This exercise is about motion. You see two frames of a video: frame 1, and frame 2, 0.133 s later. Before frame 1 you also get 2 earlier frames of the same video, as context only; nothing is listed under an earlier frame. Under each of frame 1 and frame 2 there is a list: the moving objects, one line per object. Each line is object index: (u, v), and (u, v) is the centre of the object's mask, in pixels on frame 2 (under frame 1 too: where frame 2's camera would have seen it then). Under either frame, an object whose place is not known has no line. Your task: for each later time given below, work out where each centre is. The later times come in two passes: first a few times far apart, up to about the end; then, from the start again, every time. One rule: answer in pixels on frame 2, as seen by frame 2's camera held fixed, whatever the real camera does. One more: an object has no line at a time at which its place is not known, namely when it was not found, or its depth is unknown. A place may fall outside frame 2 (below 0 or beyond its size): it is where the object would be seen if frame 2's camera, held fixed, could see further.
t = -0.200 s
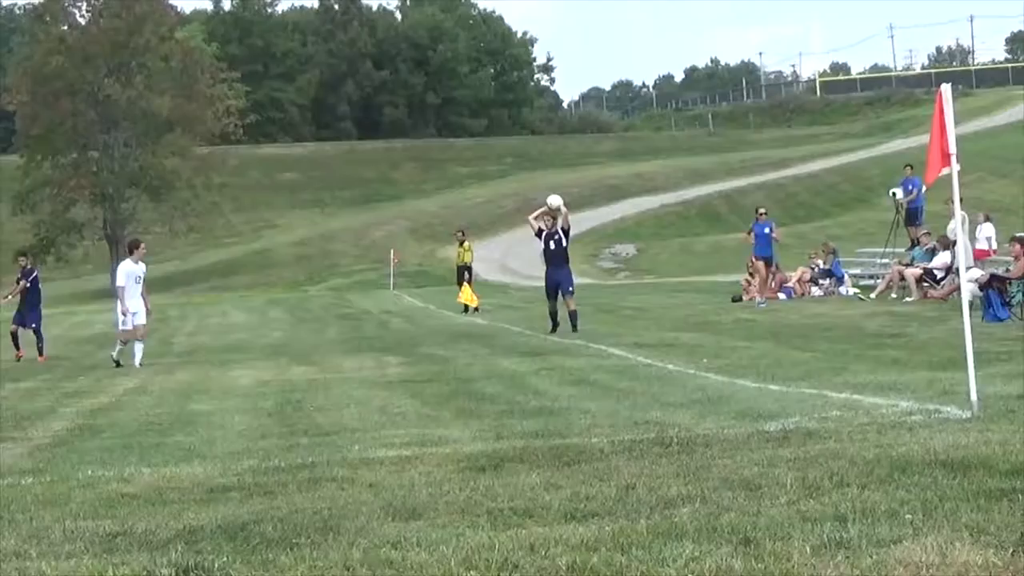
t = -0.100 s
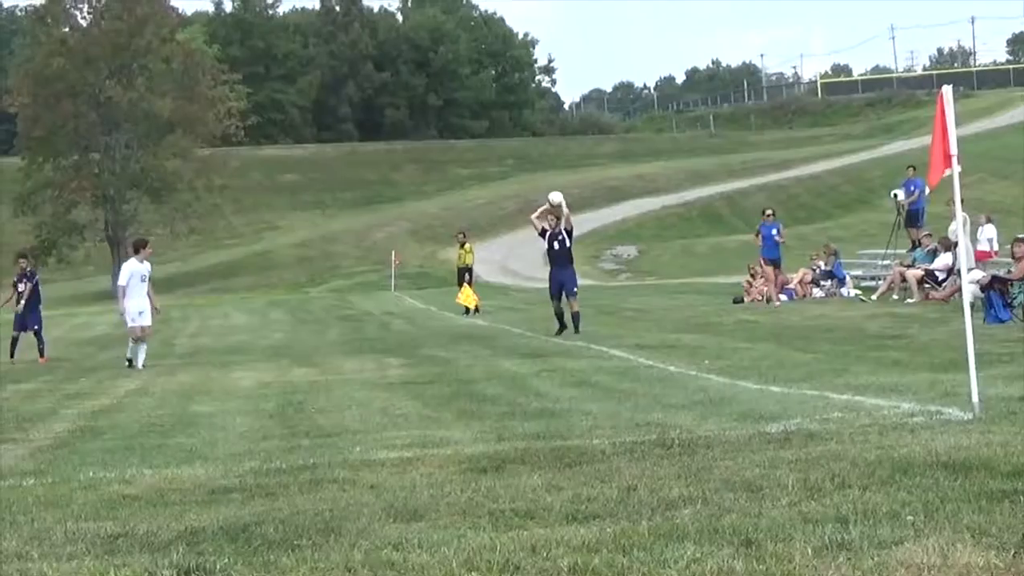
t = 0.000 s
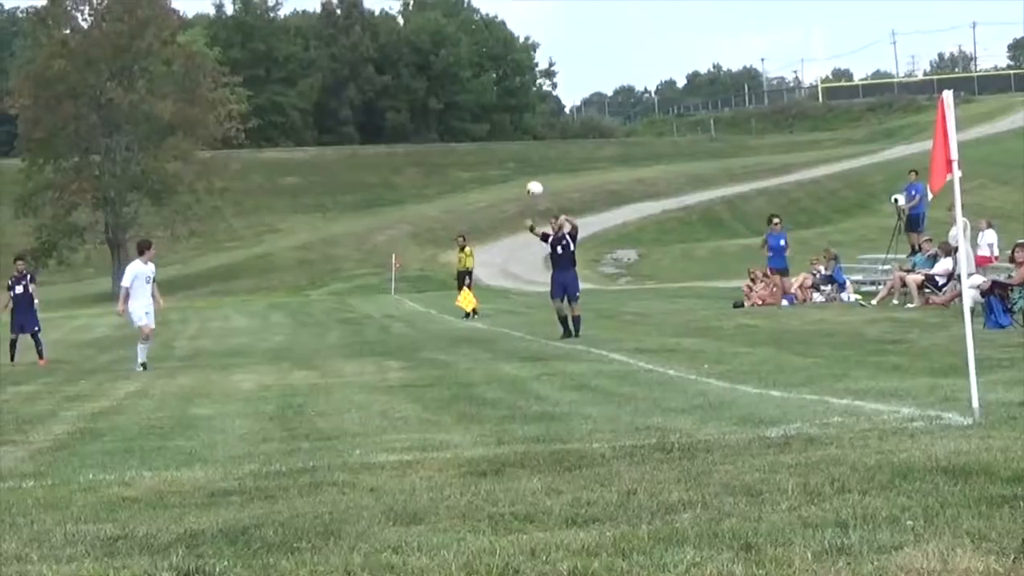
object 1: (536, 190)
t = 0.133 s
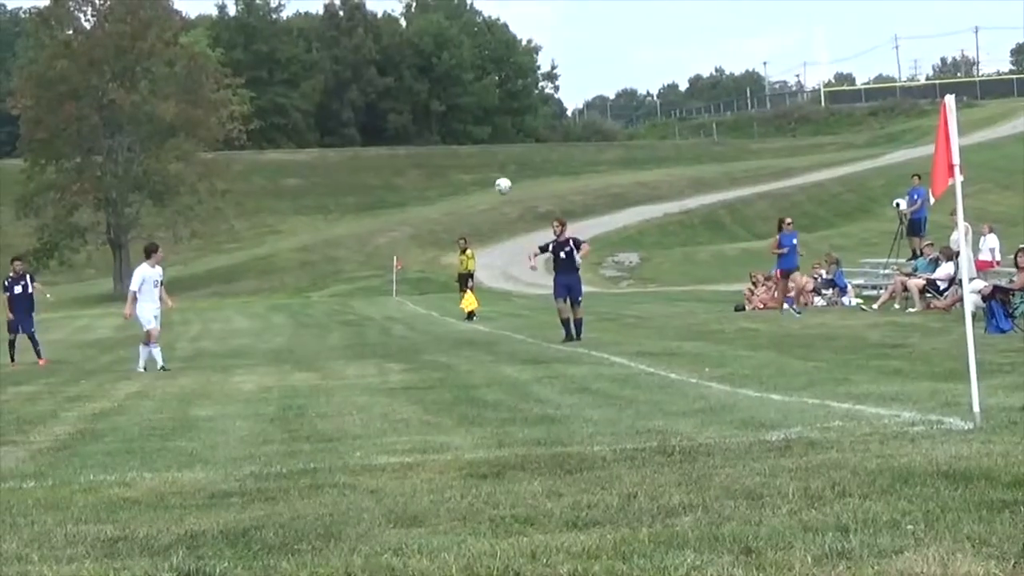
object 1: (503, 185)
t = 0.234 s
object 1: (477, 189)
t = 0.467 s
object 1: (420, 232)
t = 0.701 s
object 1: (362, 326)
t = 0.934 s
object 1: (327, 317)
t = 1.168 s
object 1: (307, 289)
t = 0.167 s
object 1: (494, 185)
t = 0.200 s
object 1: (486, 187)
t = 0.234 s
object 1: (477, 189)
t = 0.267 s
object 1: (469, 193)
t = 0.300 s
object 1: (461, 197)
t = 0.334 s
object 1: (453, 202)
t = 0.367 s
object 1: (445, 207)
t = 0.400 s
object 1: (436, 215)
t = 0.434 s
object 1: (428, 223)
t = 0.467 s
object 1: (420, 232)
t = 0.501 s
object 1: (412, 243)
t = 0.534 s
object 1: (404, 253)
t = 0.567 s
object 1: (396, 266)
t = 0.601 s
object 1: (388, 280)
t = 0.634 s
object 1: (379, 294)
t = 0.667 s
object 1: (371, 310)
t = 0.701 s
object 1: (362, 326)
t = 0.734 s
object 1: (353, 344)
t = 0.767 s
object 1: (345, 360)
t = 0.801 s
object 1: (341, 355)
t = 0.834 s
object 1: (338, 344)
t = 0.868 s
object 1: (334, 335)
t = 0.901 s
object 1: (332, 325)
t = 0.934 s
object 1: (327, 317)
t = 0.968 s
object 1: (325, 310)
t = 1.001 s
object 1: (321, 305)
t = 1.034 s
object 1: (318, 300)
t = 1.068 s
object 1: (315, 296)
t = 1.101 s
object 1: (313, 293)
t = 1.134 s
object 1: (309, 291)
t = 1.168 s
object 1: (307, 289)
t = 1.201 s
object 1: (304, 290)
